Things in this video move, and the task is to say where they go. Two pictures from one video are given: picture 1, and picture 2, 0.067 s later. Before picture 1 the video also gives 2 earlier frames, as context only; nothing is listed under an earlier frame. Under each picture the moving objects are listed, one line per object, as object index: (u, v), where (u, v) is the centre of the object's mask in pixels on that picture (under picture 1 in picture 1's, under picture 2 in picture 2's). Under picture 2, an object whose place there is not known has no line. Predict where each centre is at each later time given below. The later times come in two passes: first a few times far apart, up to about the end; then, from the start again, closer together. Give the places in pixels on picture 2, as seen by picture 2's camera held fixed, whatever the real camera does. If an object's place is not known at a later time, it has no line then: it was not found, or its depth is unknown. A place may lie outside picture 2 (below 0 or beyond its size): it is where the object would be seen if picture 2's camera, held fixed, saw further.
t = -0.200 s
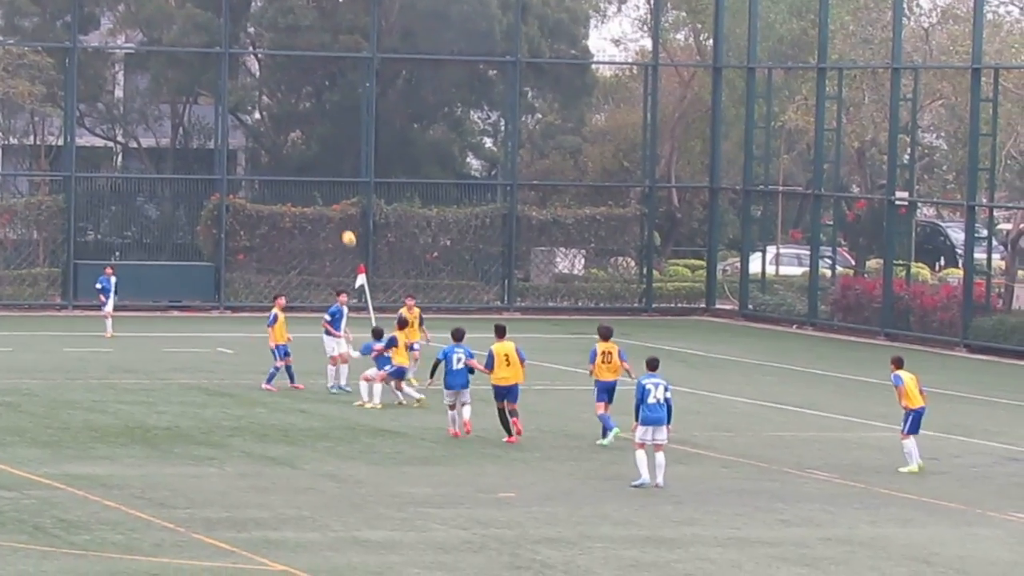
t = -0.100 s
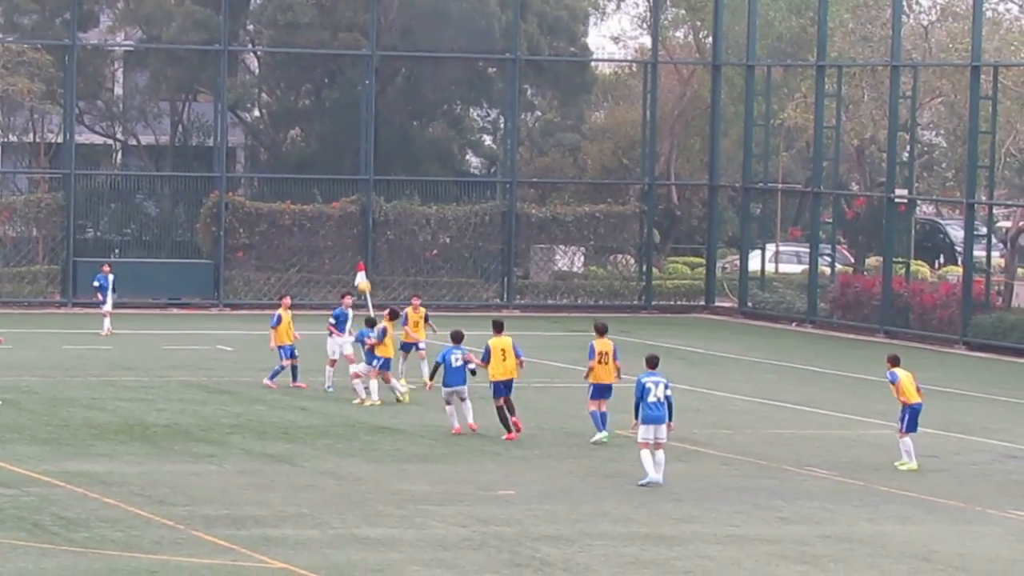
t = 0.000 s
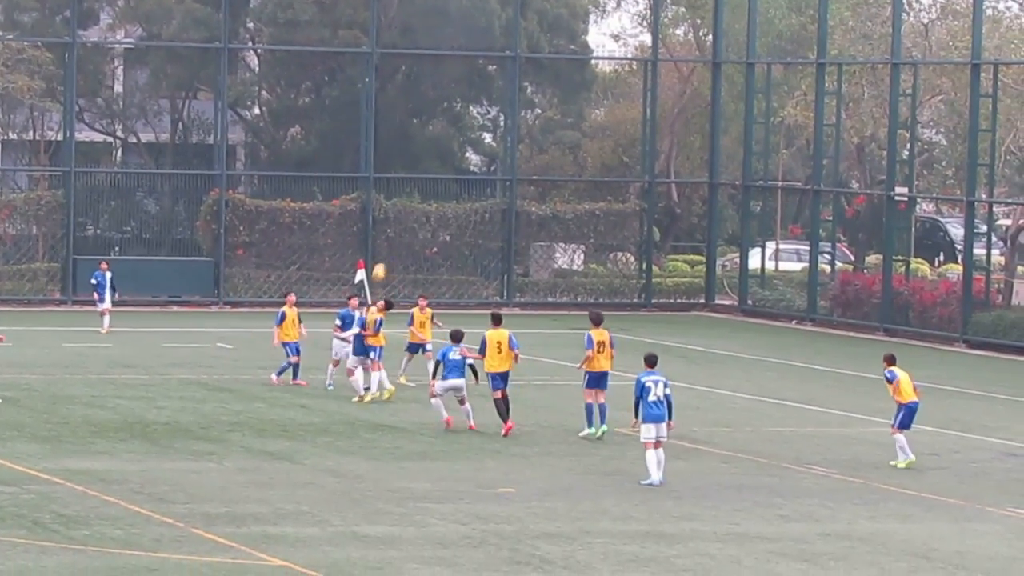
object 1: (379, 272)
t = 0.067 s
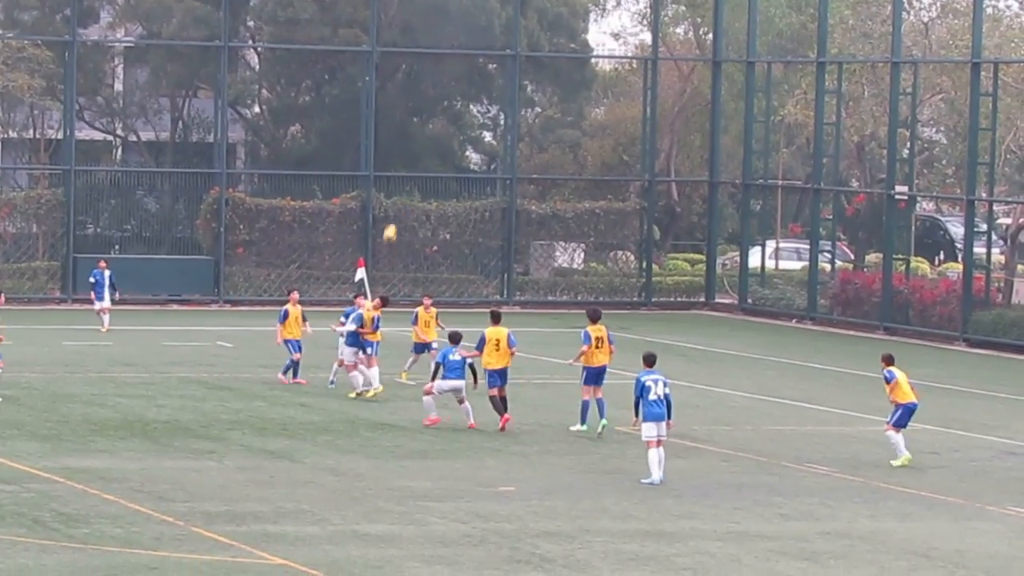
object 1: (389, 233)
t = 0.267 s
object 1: (422, 137)
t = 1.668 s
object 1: (630, 173)
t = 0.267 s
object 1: (422, 137)
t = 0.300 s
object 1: (427, 123)
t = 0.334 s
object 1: (432, 110)
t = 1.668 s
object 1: (630, 173)
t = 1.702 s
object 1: (634, 191)
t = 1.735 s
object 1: (639, 208)
